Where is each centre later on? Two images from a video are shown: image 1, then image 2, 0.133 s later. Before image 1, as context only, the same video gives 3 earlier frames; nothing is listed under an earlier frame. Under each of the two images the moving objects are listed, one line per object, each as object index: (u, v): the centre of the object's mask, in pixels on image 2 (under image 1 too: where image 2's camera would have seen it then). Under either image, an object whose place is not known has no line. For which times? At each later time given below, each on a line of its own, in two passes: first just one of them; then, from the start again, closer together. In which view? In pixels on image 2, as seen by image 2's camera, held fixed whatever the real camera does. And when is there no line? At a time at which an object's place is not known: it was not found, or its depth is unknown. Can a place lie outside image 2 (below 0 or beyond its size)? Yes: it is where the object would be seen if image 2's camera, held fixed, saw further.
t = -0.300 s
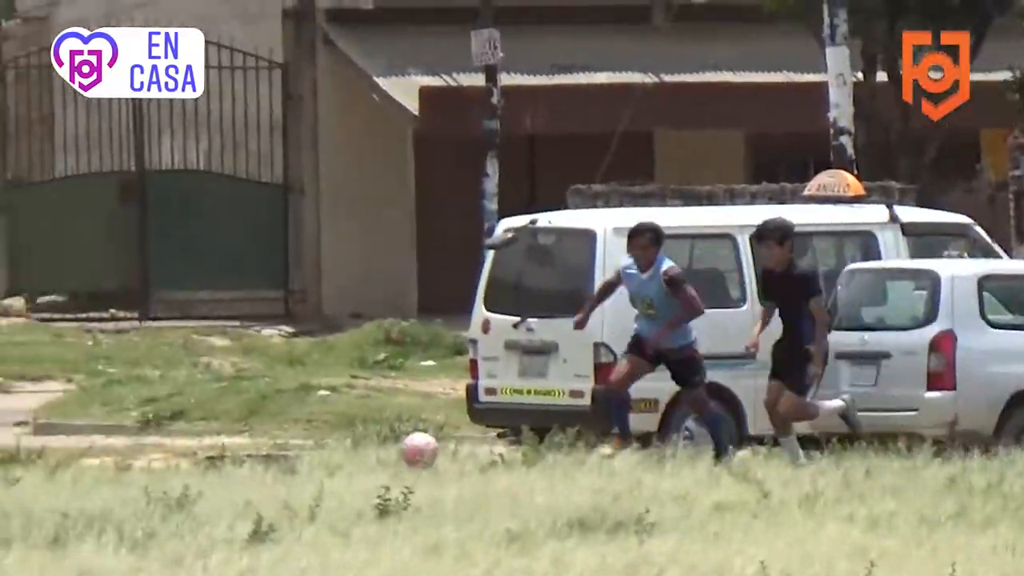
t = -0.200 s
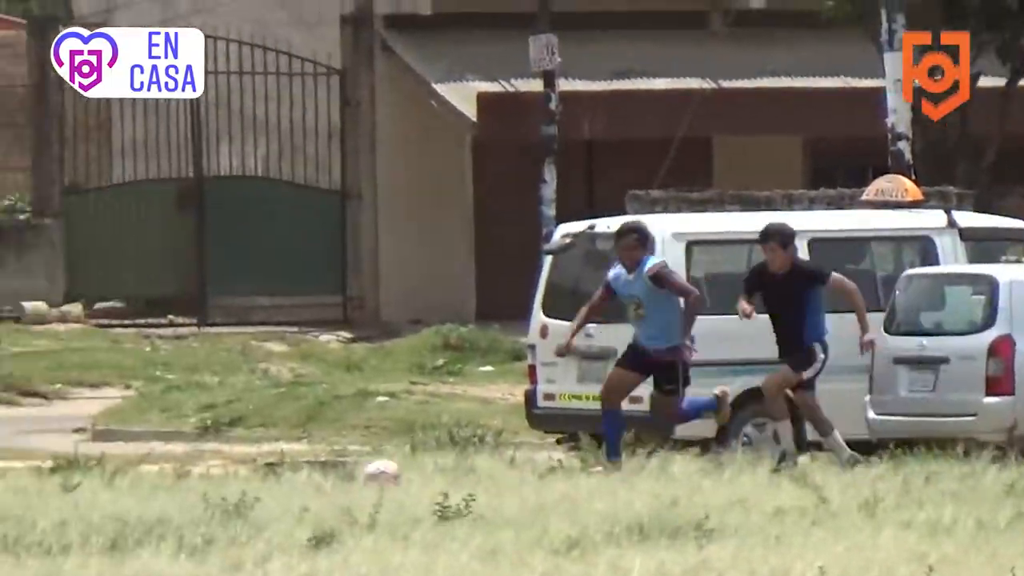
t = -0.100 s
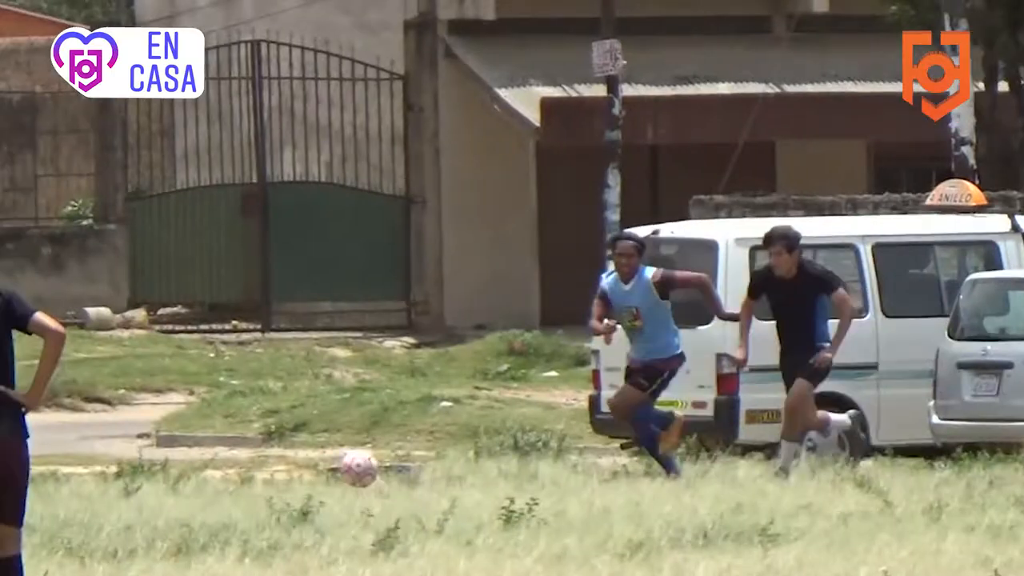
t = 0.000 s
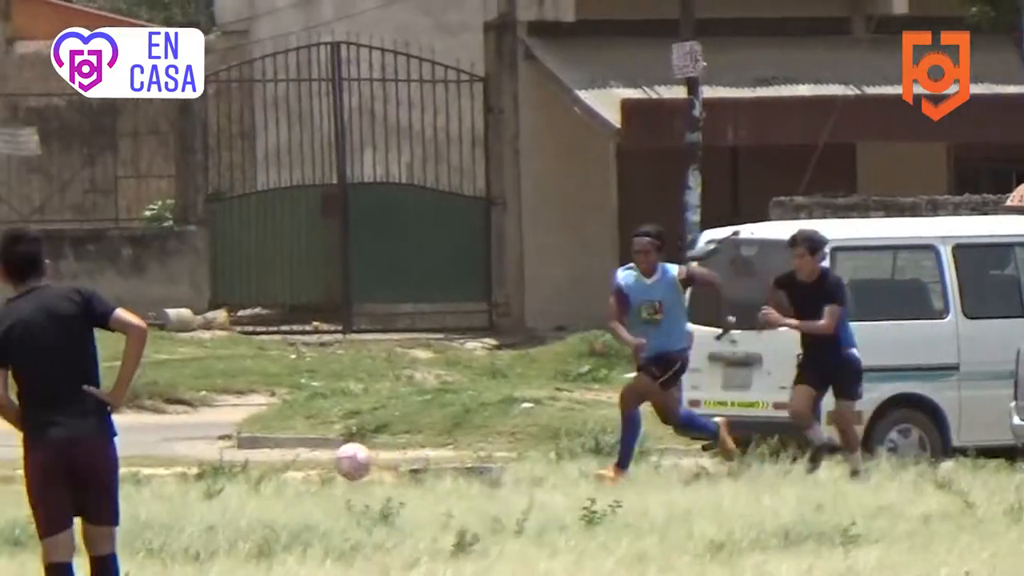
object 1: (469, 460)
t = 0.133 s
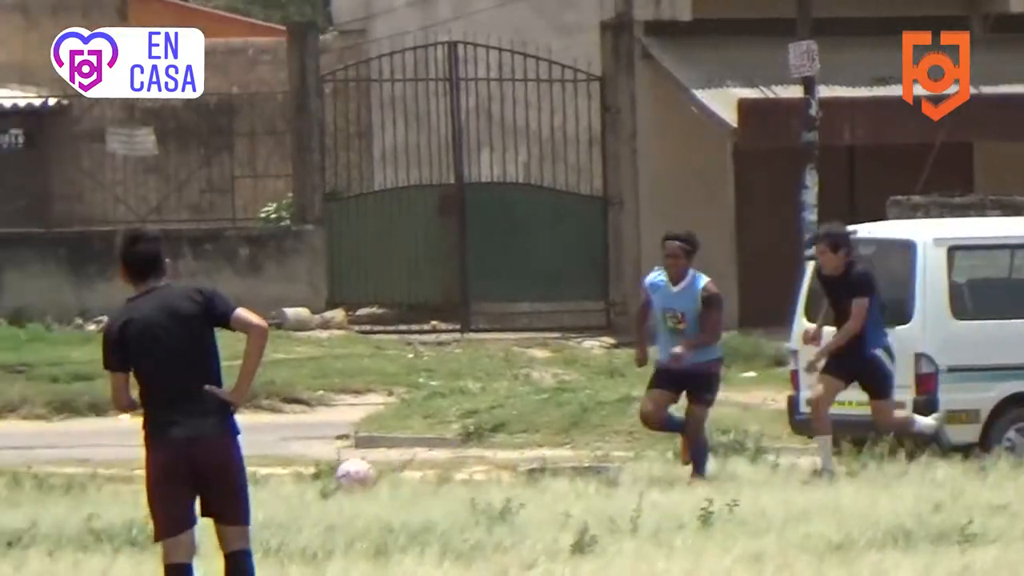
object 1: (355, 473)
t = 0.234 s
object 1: (277, 484)
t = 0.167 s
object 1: (325, 483)
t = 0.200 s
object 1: (301, 489)
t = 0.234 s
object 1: (277, 484)
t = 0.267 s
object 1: (266, 476)
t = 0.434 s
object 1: (146, 452)
